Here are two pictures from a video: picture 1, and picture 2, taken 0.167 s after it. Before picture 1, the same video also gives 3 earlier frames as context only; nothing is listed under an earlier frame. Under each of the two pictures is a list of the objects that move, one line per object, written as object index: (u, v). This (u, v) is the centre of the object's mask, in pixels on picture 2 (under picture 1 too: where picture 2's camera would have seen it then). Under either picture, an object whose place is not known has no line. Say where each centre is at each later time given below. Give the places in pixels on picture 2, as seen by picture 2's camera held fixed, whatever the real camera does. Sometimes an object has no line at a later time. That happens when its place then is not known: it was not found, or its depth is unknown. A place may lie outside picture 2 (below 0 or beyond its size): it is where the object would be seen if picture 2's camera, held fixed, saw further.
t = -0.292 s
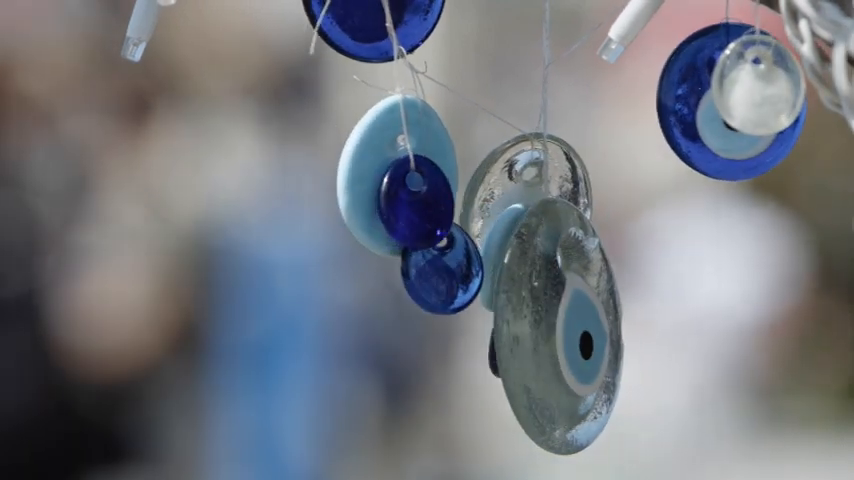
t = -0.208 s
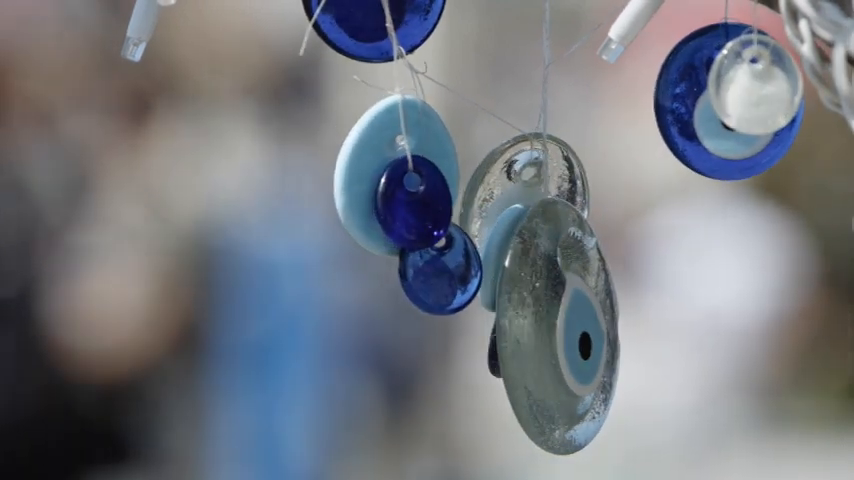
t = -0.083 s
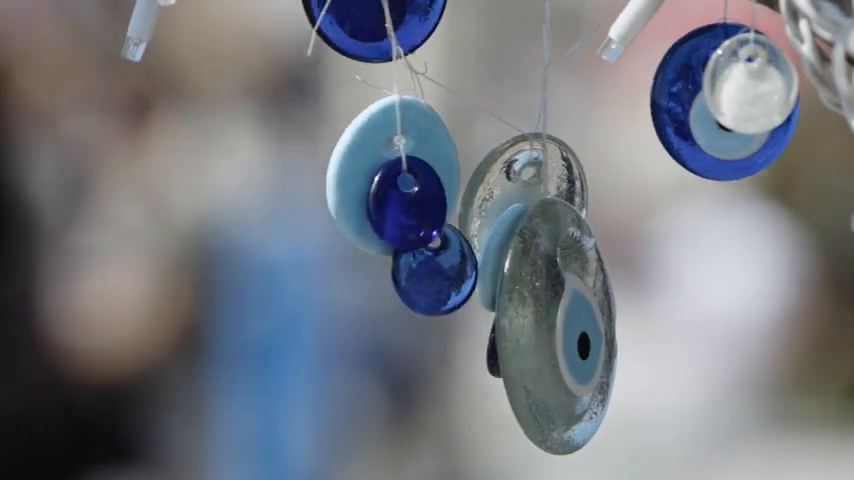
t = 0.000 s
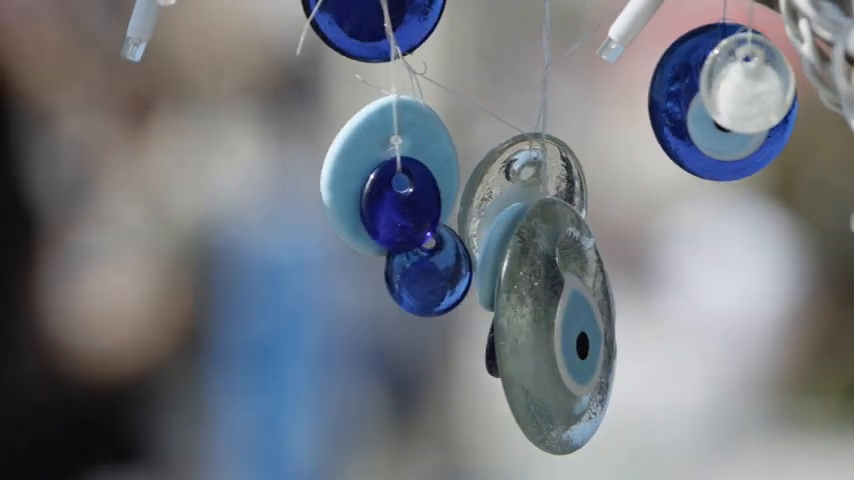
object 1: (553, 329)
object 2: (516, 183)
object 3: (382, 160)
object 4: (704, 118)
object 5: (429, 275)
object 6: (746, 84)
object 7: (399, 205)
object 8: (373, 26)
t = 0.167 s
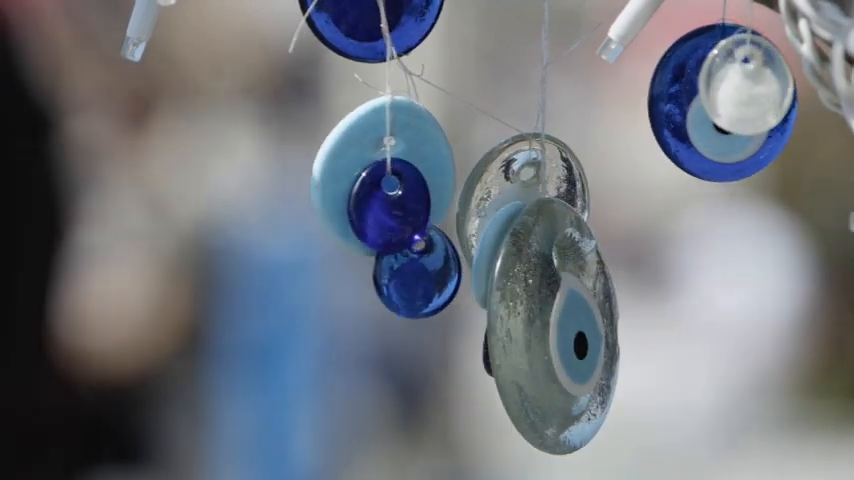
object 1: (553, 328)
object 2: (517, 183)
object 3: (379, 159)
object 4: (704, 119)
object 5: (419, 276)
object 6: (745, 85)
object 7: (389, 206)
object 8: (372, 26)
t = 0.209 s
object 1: (553, 328)
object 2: (519, 182)
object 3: (379, 159)
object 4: (705, 119)
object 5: (418, 276)
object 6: (746, 85)
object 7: (388, 206)
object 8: (373, 26)
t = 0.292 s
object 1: (553, 327)
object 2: (521, 181)
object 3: (376, 159)
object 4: (707, 118)
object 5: (415, 278)
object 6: (749, 85)
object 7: (386, 206)
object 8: (373, 26)
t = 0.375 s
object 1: (552, 327)
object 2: (525, 179)
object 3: (374, 160)
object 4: (709, 119)
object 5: (413, 277)
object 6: (753, 86)
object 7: (385, 206)
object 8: (372, 26)
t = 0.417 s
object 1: (552, 326)
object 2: (527, 178)
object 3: (374, 160)
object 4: (710, 119)
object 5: (413, 278)
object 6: (755, 86)
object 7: (385, 206)
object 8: (373, 27)
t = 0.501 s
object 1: (551, 326)
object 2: (534, 176)
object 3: (373, 160)
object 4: (711, 118)
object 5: (414, 277)
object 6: (758, 86)
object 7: (385, 206)
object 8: (371, 26)
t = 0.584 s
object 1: (550, 325)
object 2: (539, 175)
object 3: (373, 159)
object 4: (710, 117)
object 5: (415, 276)
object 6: (760, 86)
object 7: (386, 205)
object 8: (374, 27)
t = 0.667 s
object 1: (549, 325)
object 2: (545, 175)
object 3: (374, 159)
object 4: (708, 117)
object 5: (417, 276)
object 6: (759, 86)
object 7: (388, 205)
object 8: (371, 27)
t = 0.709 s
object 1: (549, 325)
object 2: (547, 175)
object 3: (374, 159)
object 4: (706, 116)
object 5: (419, 276)
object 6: (758, 86)
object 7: (389, 205)
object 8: (375, 27)
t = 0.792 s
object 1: (548, 325)
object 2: (553, 175)
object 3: (374, 160)
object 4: (703, 116)
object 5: (422, 275)
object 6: (755, 85)
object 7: (392, 204)
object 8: (372, 27)
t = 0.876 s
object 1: (547, 327)
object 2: (557, 175)
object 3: (374, 161)
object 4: (701, 116)
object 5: (425, 275)
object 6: (751, 85)
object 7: (395, 204)
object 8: (373, 27)
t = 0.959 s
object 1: (545, 327)
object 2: (560, 175)
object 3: (376, 161)
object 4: (700, 117)
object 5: (426, 275)
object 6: (748, 85)
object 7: (398, 204)
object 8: (372, 26)
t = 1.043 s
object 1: (544, 329)
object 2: (563, 175)
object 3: (375, 163)
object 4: (701, 118)
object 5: (427, 275)
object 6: (745, 84)
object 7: (400, 204)
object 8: (372, 26)
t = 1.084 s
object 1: (543, 329)
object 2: (564, 175)
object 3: (375, 163)
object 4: (702, 118)
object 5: (427, 276)
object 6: (745, 84)
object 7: (400, 204)
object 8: (373, 26)
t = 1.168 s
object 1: (541, 329)
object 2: (565, 176)
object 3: (375, 163)
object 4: (704, 118)
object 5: (426, 276)
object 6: (746, 85)
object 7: (401, 204)
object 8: (374, 26)
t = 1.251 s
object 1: (541, 329)
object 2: (568, 176)
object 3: (375, 163)
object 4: (708, 118)
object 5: (426, 277)
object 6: (749, 85)
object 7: (401, 206)
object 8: (374, 27)
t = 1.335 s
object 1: (540, 329)
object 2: (570, 176)
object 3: (375, 163)
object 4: (715, 115)
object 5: (424, 277)
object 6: (753, 85)
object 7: (400, 206)
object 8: (373, 27)
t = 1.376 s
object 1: (540, 330)
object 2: (571, 177)
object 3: (374, 163)
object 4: (712, 119)
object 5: (424, 277)
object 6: (755, 85)
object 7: (399, 206)
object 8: (375, 27)
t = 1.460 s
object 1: (540, 330)
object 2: (571, 177)
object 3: (374, 163)
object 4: (713, 120)
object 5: (422, 277)
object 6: (758, 86)
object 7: (396, 207)
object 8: (372, 27)
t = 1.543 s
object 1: (542, 330)
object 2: (573, 177)
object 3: (374, 163)
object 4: (713, 117)
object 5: (420, 277)
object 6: (760, 86)
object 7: (394, 207)
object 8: (373, 27)
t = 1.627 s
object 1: (543, 329)
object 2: (573, 176)
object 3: (373, 163)
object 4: (711, 118)
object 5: (419, 277)
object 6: (760, 86)
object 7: (391, 207)
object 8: (372, 26)
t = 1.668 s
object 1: (543, 329)
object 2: (573, 176)
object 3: (372, 162)
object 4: (710, 116)
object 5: (418, 277)
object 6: (759, 86)
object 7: (390, 206)
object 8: (371, 26)
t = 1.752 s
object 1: (545, 328)
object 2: (573, 176)
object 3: (372, 161)
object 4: (706, 116)
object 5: (417, 277)
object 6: (756, 85)
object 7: (389, 206)
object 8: (375, 26)
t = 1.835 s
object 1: (546, 328)
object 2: (572, 176)
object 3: (371, 161)
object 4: (703, 117)
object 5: (416, 277)
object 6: (752, 85)
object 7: (388, 206)
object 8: (372, 26)
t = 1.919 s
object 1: (546, 327)
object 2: (570, 175)
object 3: (372, 161)
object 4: (701, 117)
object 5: (416, 277)
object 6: (747, 85)
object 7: (388, 206)
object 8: (375, 27)
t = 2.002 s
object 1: (547, 328)
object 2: (567, 175)
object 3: (372, 162)
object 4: (700, 118)
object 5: (418, 277)
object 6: (745, 85)
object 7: (389, 206)
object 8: (372, 27)
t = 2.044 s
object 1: (547, 327)
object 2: (566, 175)
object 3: (373, 162)
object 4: (701, 118)
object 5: (419, 277)
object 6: (744, 85)
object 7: (390, 206)
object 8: (373, 27)
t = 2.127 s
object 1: (546, 326)
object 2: (561, 175)
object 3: (373, 162)
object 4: (704, 117)
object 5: (421, 277)
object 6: (745, 85)
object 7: (393, 206)
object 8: (373, 27)
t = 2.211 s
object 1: (545, 326)
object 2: (558, 175)
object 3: (373, 162)
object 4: (707, 120)
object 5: (424, 276)
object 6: (749, 85)
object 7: (396, 204)
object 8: (370, 26)
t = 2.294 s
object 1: (544, 326)
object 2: (553, 175)
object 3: (374, 162)
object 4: (710, 118)
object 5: (425, 276)
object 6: (753, 85)
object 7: (397, 204)
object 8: (370, 26)
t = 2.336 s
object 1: (543, 325)
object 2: (550, 175)
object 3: (373, 163)
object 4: (711, 119)
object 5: (426, 276)
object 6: (756, 85)
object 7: (398, 203)
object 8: (369, 25)
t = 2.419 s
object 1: (542, 325)
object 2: (545, 175)
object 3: (374, 163)
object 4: (713, 118)
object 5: (426, 276)
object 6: (760, 86)
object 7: (399, 203)
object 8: (372, 26)
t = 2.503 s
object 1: (543, 325)
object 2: (541, 174)
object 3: (374, 163)
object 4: (713, 117)
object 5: (425, 276)
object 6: (762, 85)
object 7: (399, 203)
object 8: (369, 25)
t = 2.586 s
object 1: (543, 326)
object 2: (533, 176)
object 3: (373, 163)
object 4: (711, 117)
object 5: (424, 276)
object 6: (761, 85)
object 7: (397, 204)
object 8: (372, 26)
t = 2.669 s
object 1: (545, 326)
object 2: (530, 176)
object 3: (372, 162)
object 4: (707, 118)
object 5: (422, 276)
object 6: (758, 86)
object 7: (394, 204)
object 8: (370, 26)
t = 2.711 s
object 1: (546, 326)
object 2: (529, 177)
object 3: (372, 162)
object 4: (705, 117)
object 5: (420, 277)
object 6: (756, 86)
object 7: (393, 205)
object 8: (370, 26)
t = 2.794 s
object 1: (550, 327)
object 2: (526, 178)
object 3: (374, 161)
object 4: (702, 117)
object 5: (419, 277)
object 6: (751, 86)
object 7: (391, 206)
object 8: (373, 27)
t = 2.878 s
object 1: (552, 328)
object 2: (524, 179)
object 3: (374, 161)
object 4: (700, 118)
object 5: (418, 277)
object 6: (746, 85)
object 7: (389, 207)
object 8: (371, 27)
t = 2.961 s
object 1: (555, 328)
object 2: (522, 181)
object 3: (376, 160)
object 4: (700, 118)
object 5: (418, 277)
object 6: (743, 86)
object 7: (388, 207)
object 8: (373, 27)
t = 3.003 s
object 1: (556, 328)
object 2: (522, 181)
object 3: (377, 160)
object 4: (700, 119)
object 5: (418, 277)
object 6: (742, 86)
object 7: (389, 207)
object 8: (372, 27)
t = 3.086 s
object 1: (558, 328)
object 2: (522, 182)
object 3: (377, 160)
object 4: (703, 118)
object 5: (420, 277)
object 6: (743, 86)
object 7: (390, 207)
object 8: (372, 27)
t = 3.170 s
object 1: (557, 328)
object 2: (520, 182)
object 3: (377, 160)
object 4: (705, 120)
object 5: (421, 276)
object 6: (744, 85)
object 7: (391, 206)
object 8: (369, 26)
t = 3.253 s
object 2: (519, 181)
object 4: (707, 120)
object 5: (422, 276)
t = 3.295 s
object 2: (518, 182)
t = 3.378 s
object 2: (517, 182)
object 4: (710, 119)
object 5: (427, 276)
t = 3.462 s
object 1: (555, 329)
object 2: (516, 186)
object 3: (377, 163)
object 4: (711, 119)
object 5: (429, 276)
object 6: (759, 86)
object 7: (402, 205)
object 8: (370, 27)
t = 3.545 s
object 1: (554, 329)
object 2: (517, 184)
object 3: (379, 164)
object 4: (711, 119)
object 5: (431, 276)
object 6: (761, 86)
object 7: (406, 205)
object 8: (372, 27)
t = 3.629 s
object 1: (551, 329)
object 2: (516, 183)
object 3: (378, 164)
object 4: (707, 118)
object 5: (430, 277)
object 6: (759, 86)
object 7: (405, 205)
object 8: (372, 27)
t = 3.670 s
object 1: (550, 329)
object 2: (517, 182)
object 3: (377, 164)
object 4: (706, 115)
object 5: (429, 277)
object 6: (756, 86)
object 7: (404, 204)
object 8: (371, 27)
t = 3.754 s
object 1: (548, 328)
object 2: (518, 181)
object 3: (376, 163)
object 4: (703, 117)
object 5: (428, 276)
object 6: (751, 85)
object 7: (403, 203)
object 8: (373, 28)
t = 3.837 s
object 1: (547, 327)
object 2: (521, 178)
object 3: (375, 163)
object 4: (702, 117)
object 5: (427, 275)
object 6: (745, 84)
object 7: (400, 203)
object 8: (371, 27)
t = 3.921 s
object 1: (547, 327)
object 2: (524, 177)
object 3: (374, 162)
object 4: (701, 117)
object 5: (425, 274)
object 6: (741, 84)
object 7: (398, 203)
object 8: (370, 27)
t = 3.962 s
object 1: (547, 326)
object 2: (526, 178)
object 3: (375, 161)
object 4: (702, 117)
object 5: (424, 275)
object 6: (740, 84)
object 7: (396, 204)
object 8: (371, 27)
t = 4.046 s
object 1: (548, 326)
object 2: (533, 176)
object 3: (375, 160)
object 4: (702, 117)
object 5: (421, 275)
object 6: (740, 84)
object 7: (392, 204)
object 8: (370, 27)
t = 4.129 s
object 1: (549, 325)
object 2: (537, 175)
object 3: (374, 159)
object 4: (706, 120)
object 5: (418, 275)
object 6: (743, 85)
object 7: (388, 205)
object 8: (370, 26)
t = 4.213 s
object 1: (550, 325)
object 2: (547, 175)
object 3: (374, 159)
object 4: (710, 120)
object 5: (415, 276)
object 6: (747, 85)
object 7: (385, 205)
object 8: (375, 27)
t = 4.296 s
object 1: (550, 325)
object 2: (553, 174)
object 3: (374, 159)
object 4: (711, 119)
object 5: (413, 276)
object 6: (752, 84)
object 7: (383, 206)
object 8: (371, 26)
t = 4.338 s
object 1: (550, 325)
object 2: (555, 174)
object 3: (372, 160)
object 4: (712, 118)
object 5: (412, 276)
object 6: (755, 85)
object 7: (383, 206)
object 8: (372, 27)
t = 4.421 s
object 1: (548, 325)
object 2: (559, 174)
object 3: (371, 160)
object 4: (712, 118)
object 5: (411, 276)
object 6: (758, 84)
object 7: (382, 206)
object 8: (372, 27)
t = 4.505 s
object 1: (547, 325)
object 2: (563, 175)
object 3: (371, 159)
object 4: (711, 115)
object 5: (411, 276)
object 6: (760, 85)
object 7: (383, 206)
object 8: (372, 27)
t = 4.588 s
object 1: (545, 326)
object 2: (565, 175)
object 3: (370, 159)
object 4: (709, 114)
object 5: (413, 277)
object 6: (760, 85)
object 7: (386, 205)
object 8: (370, 26)
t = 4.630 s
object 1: (544, 326)
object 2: (566, 176)
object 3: (371, 159)
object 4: (708, 116)
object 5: (414, 277)
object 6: (759, 85)
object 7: (388, 205)
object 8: (371, 26)
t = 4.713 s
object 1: (541, 327)
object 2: (566, 176)
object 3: (372, 160)
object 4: (705, 115)
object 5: (417, 277)
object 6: (755, 85)
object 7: (391, 205)
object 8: (373, 26)
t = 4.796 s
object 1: (540, 328)
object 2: (565, 177)
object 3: (375, 158)
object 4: (708, 110)
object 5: (421, 277)
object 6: (750, 84)
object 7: (396, 205)
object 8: (369, 25)
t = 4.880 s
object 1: (538, 328)
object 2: (564, 177)
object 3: (375, 160)
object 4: (706, 114)
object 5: (424, 276)
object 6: (746, 83)
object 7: (400, 204)
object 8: (368, 25)
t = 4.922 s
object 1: (538, 328)
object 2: (564, 177)
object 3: (375, 161)
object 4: (705, 118)
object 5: (425, 276)
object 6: (743, 83)
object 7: (402, 203)
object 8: (371, 26)
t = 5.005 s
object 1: (538, 329)
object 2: (563, 177)
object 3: (375, 164)
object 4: (704, 117)
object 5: (426, 276)
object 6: (742, 83)
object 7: (404, 203)
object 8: (369, 26)
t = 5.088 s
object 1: (539, 329)
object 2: (562, 177)
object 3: (375, 165)
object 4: (705, 112)
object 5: (427, 276)
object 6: (747, 85)
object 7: (404, 204)
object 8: (372, 26)
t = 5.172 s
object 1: (541, 329)
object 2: (561, 177)
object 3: (375, 166)
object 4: (704, 112)
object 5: (428, 277)
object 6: (758, 87)
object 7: (402, 205)
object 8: (373, 26)
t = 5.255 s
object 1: (542, 329)
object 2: (561, 176)
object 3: (375, 163)
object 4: (709, 111)
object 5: (425, 277)
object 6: (764, 87)
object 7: (397, 206)
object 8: (369, 25)
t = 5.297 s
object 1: (543, 328)
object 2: (560, 176)
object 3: (375, 163)
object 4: (709, 111)
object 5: (423, 277)
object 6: (765, 87)
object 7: (393, 207)
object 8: (370, 25)
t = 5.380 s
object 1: (545, 329)
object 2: (560, 176)
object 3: (375, 161)
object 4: (712, 112)
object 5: (419, 276)
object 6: (765, 86)
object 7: (388, 206)
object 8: (374, 25)
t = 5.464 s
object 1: (546, 329)
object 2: (558, 175)
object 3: (378, 159)
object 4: (715, 114)
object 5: (415, 277)
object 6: (760, 85)
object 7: (384, 206)
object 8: (373, 25)
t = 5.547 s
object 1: (547, 330)
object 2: (556, 175)
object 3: (376, 160)
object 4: (717, 120)
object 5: (414, 276)
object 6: (752, 84)
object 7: (383, 206)
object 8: (374, 25)
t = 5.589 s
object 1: (548, 330)
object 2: (555, 175)
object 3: (378, 159)
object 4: (718, 125)
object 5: (413, 276)
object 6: (748, 84)
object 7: (383, 206)
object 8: (377, 26)
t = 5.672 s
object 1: (548, 330)
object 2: (551, 176)
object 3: (377, 158)
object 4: (724, 130)
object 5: (415, 276)
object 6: (740, 82)
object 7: (385, 206)
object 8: (373, 25)
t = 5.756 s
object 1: (554, 327)
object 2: (548, 176)
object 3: (379, 159)
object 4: (713, 126)
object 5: (420, 276)
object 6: (735, 82)
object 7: (389, 206)
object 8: (373, 24)
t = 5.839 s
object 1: (554, 326)
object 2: (545, 176)
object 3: (379, 159)
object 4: (703, 121)
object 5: (426, 274)
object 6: (735, 82)
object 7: (394, 204)
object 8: (370, 23)
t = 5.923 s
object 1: (552, 326)
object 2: (539, 176)
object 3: (378, 159)
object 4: (692, 114)
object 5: (430, 273)
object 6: (739, 84)
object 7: (399, 202)
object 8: (372, 24)
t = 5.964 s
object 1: (551, 326)
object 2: (539, 176)
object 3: (377, 160)
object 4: (689, 112)
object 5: (431, 273)
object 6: (743, 85)
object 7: (401, 201)
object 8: (372, 24)
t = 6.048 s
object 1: (547, 325)
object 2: (535, 176)
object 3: (377, 161)
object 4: (688, 108)
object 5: (433, 272)
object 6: (751, 86)
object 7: (404, 200)
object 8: (369, 23)
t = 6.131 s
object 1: (545, 325)
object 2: (533, 176)
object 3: (376, 162)
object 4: (691, 107)
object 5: (433, 272)
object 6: (761, 86)
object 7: (406, 199)
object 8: (369, 23)
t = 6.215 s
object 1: (543, 322)
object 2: (531, 175)
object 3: (376, 162)
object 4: (696, 108)
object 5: (432, 271)
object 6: (767, 85)
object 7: (405, 199)
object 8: (370, 23)
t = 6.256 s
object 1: (543, 323)
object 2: (532, 175)
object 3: (375, 162)
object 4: (699, 108)
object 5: (431, 272)
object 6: (768, 86)
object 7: (404, 199)
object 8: (370, 23)
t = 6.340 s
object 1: (542, 322)
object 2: (532, 175)
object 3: (373, 162)
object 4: (706, 111)
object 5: (427, 273)
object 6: (767, 86)
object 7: (399, 201)
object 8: (371, 24)
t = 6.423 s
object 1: (543, 322)
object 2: (533, 176)
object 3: (372, 161)
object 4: (713, 115)
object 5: (423, 275)
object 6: (762, 84)
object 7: (394, 203)
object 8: (371, 24)
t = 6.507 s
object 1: (546, 325)
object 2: (534, 176)
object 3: (372, 159)
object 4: (720, 124)
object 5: (417, 275)
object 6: (753, 84)
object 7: (386, 204)
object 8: (371, 24)
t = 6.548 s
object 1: (548, 325)
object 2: (536, 175)
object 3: (375, 157)
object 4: (730, 131)
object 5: (415, 275)
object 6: (747, 83)
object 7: (384, 205)
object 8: (372, 24)
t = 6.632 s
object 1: (551, 326)
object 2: (539, 174)
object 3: (374, 158)
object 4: (744, 131)
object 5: (412, 275)
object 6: (737, 81)
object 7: (381, 206)
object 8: (370, 24)
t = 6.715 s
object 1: (554, 326)
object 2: (548, 176)
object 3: (375, 158)
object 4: (747, 128)
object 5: (410, 275)
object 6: (730, 81)
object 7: (380, 206)
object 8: (371, 24)
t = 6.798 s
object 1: (556, 327)
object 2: (549, 176)
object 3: (375, 157)
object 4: (735, 131)
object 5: (411, 275)
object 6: (728, 81)
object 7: (380, 206)
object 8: (371, 24)
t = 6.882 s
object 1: (556, 328)
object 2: (550, 176)
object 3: (378, 158)
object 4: (709, 129)
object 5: (415, 276)
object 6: (732, 84)
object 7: (384, 206)
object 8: (371, 24)
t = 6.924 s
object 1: (556, 328)
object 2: (552, 176)
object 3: (380, 158)
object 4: (703, 122)
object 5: (419, 276)
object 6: (736, 85)
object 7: (387, 206)
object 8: (369, 24)
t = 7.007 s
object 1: (556, 329)
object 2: (555, 175)
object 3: (380, 159)
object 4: (693, 115)
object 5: (427, 275)
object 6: (747, 86)
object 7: (394, 206)
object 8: (372, 25)
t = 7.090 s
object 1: (553, 330)
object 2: (556, 175)
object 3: (378, 162)
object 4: (694, 110)
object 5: (431, 275)
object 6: (758, 86)
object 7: (400, 205)
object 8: (370, 24)
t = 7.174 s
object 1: (550, 331)
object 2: (558, 176)
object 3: (380, 164)
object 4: (698, 110)
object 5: (435, 275)
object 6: (766, 86)
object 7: (405, 205)
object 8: (371, 25)
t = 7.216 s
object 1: (548, 331)
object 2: (557, 176)
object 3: (380, 165)
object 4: (700, 109)
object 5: (437, 275)
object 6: (768, 84)
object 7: (407, 204)
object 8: (370, 25)
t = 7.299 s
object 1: (544, 331)
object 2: (558, 176)
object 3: (380, 165)
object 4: (705, 111)
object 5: (437, 276)
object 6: (768, 86)
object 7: (410, 204)
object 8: (371, 25)
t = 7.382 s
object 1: (540, 330)
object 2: (557, 176)
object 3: (378, 165)
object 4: (710, 113)
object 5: (434, 276)
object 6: (765, 86)
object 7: (409, 204)
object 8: (370, 25)
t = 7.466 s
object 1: (537, 329)
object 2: (558, 176)
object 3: (376, 164)
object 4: (718, 117)
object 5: (428, 277)
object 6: (757, 85)
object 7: (406, 204)
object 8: (370, 25)
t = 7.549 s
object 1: (536, 328)
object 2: (558, 176)
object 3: (372, 166)
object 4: (724, 130)
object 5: (422, 278)
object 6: (747, 84)
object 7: (402, 204)
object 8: (373, 26)
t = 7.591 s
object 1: (535, 327)
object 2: (558, 176)
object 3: (369, 166)
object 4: (734, 133)
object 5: (418, 278)
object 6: (742, 83)
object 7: (398, 204)
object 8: (372, 26)
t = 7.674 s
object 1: (535, 326)
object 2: (558, 176)
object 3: (365, 165)
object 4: (740, 132)
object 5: (411, 279)
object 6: (735, 82)
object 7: (391, 205)
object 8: (371, 26)
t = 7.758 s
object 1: (536, 326)
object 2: (559, 176)
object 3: (362, 165)
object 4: (729, 133)
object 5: (406, 279)
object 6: (732, 83)
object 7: (384, 206)
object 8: (384, 27)
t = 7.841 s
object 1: (538, 325)
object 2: (559, 175)
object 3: (362, 162)
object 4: (709, 128)
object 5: (404, 279)
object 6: (734, 84)
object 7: (380, 206)
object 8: (373, 26)
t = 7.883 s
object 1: (539, 325)
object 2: (559, 175)
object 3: (361, 162)
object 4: (704, 122)
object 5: (404, 279)
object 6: (737, 84)
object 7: (379, 206)
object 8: (368, 25)
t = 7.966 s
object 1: (542, 327)
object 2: (558, 176)
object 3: (363, 160)
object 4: (696, 114)
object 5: (405, 279)
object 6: (745, 86)
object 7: (378, 207)
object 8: (369, 25)
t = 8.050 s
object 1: (545, 326)
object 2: (558, 175)
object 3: (368, 161)
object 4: (695, 110)
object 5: (411, 278)
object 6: (756, 86)
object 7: (381, 207)
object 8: (367, 24)
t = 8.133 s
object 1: (550, 326)
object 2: (558, 175)
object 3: (377, 160)
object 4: (698, 109)
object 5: (420, 276)
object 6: (765, 85)
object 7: (388, 206)
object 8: (376, 26)
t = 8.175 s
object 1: (553, 327)
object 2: (557, 175)
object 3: (379, 160)
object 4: (700, 109)
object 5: (424, 276)
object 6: (768, 85)
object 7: (392, 206)
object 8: (371, 25)
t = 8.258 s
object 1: (554, 327)
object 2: (556, 175)
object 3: (382, 160)
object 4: (705, 110)
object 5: (430, 275)
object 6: (769, 85)
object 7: (398, 206)
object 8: (373, 26)
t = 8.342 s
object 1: (557, 327)
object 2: (554, 175)
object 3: (386, 161)
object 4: (709, 113)
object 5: (437, 274)
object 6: (767, 85)
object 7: (404, 205)
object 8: (377, 27)
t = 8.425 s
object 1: (556, 328)
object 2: (549, 176)
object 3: (384, 163)
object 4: (715, 116)
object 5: (437, 275)
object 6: (761, 84)
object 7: (407, 205)
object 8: (374, 26)
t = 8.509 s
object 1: (550, 327)
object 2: (539, 174)
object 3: (380, 164)
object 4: (722, 126)
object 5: (434, 276)
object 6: (750, 84)
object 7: (407, 205)
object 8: (371, 26)
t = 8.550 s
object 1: (550, 329)
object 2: (538, 177)
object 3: (378, 165)
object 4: (725, 130)
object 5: (432, 276)
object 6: (745, 84)
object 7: (406, 205)
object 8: (372, 27)
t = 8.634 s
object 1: (547, 329)
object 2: (534, 177)
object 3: (376, 165)
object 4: (733, 134)
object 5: (429, 277)
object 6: (737, 84)
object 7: (406, 205)
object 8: (373, 27)
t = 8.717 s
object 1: (546, 328)
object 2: (530, 177)
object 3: (375, 165)
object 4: (723, 133)
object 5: (427, 276)
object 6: (733, 83)
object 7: (404, 205)
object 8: (371, 26)
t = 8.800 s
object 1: (546, 327)
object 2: (525, 178)
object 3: (373, 164)
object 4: (712, 130)
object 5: (424, 277)
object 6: (733, 84)
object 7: (400, 205)
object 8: (375, 27)
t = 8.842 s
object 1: (546, 328)
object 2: (523, 179)
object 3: (373, 164)
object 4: (704, 125)
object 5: (423, 277)
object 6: (735, 84)
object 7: (398, 205)
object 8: (372, 27)
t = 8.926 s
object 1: (550, 328)
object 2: (521, 180)
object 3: (375, 162)
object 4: (698, 117)
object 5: (424, 276)
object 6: (742, 85)
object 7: (395, 205)
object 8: (370, 27)
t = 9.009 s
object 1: (553, 328)
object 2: (519, 180)
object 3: (376, 161)
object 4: (696, 113)
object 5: (425, 276)
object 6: (750, 86)
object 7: (393, 206)
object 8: (371, 28)
